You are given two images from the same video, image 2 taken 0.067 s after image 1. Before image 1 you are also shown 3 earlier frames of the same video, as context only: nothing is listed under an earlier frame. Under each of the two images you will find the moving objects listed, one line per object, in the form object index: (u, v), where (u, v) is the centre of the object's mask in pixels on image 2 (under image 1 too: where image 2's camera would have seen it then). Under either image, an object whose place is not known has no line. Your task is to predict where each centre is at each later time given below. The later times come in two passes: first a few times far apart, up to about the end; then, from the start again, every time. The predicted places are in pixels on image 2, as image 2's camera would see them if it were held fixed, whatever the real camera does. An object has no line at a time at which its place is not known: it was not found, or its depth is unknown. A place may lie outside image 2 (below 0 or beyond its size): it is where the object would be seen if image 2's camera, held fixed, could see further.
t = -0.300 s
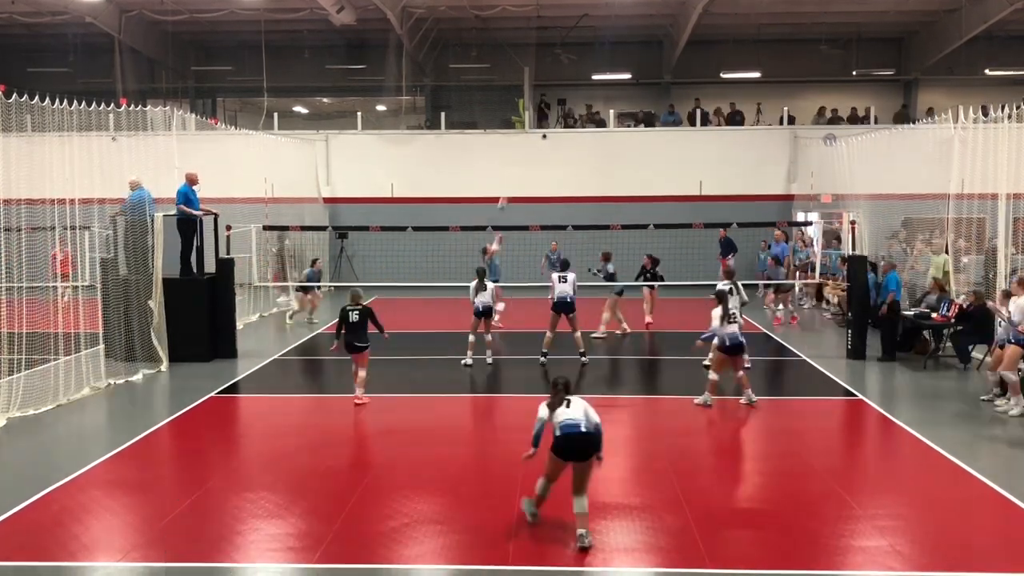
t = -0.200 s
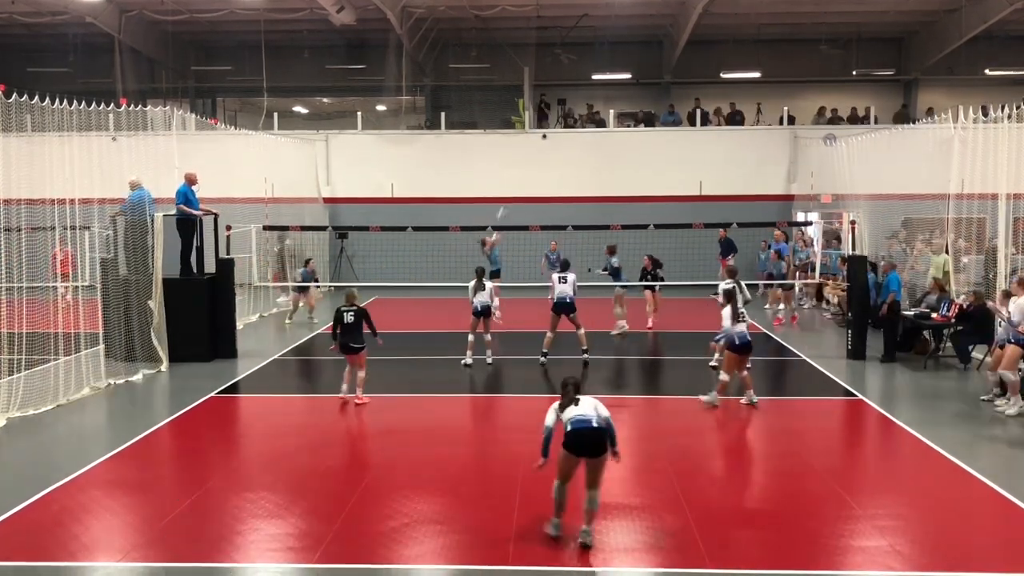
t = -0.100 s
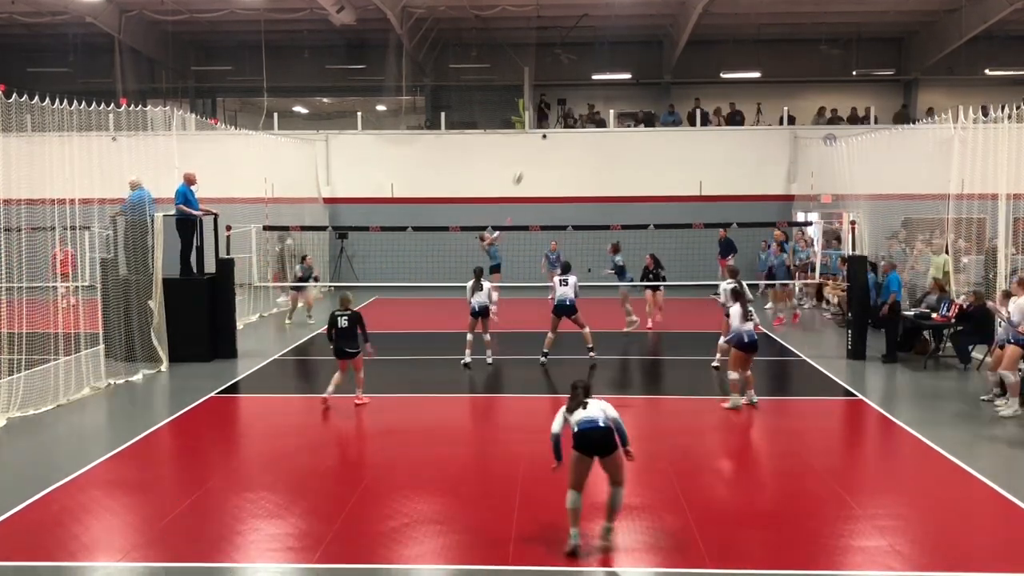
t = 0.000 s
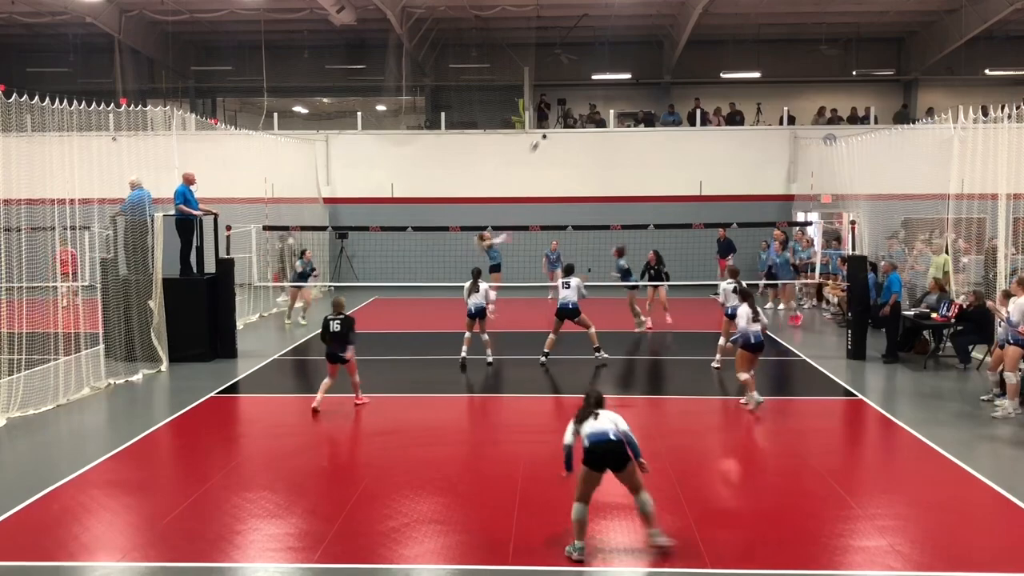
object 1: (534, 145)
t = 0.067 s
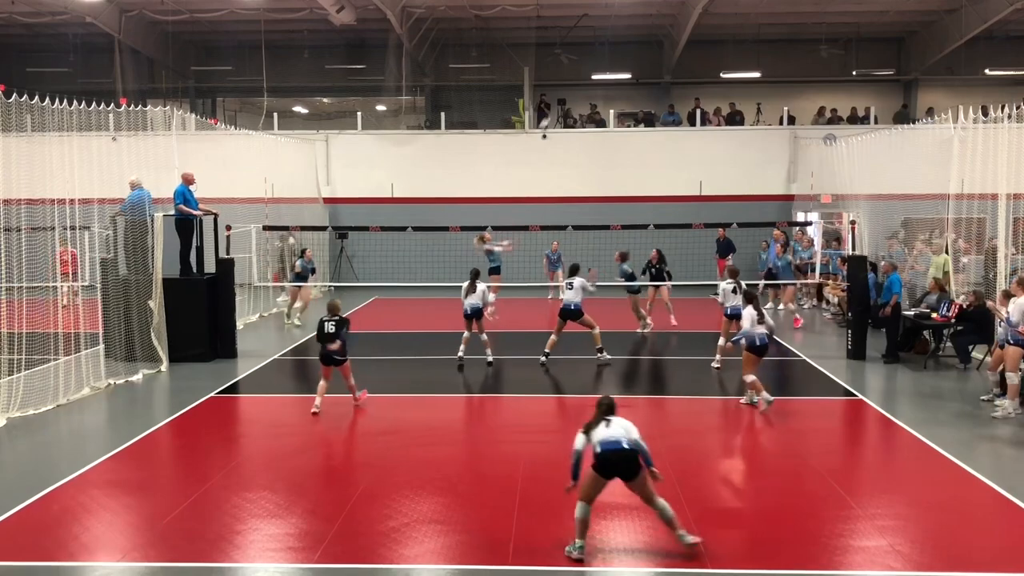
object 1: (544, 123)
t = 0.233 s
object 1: (573, 84)
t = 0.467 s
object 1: (613, 55)
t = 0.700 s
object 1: (653, 53)
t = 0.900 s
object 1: (686, 75)
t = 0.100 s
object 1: (549, 117)
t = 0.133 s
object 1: (556, 106)
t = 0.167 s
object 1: (562, 98)
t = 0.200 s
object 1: (567, 91)
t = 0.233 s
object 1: (573, 84)
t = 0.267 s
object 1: (578, 79)
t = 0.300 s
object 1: (584, 74)
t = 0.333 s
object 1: (590, 68)
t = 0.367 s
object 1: (596, 64)
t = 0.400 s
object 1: (601, 61)
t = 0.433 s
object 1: (607, 57)
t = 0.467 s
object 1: (613, 55)
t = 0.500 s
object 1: (618, 53)
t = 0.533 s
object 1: (624, 52)
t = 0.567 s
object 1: (630, 51)
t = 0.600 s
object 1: (635, 50)
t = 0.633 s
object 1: (641, 51)
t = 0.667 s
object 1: (646, 52)
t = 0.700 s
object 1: (653, 53)
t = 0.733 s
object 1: (658, 55)
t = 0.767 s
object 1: (664, 58)
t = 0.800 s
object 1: (670, 62)
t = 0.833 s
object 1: (675, 65)
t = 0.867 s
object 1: (681, 70)
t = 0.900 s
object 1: (686, 75)
